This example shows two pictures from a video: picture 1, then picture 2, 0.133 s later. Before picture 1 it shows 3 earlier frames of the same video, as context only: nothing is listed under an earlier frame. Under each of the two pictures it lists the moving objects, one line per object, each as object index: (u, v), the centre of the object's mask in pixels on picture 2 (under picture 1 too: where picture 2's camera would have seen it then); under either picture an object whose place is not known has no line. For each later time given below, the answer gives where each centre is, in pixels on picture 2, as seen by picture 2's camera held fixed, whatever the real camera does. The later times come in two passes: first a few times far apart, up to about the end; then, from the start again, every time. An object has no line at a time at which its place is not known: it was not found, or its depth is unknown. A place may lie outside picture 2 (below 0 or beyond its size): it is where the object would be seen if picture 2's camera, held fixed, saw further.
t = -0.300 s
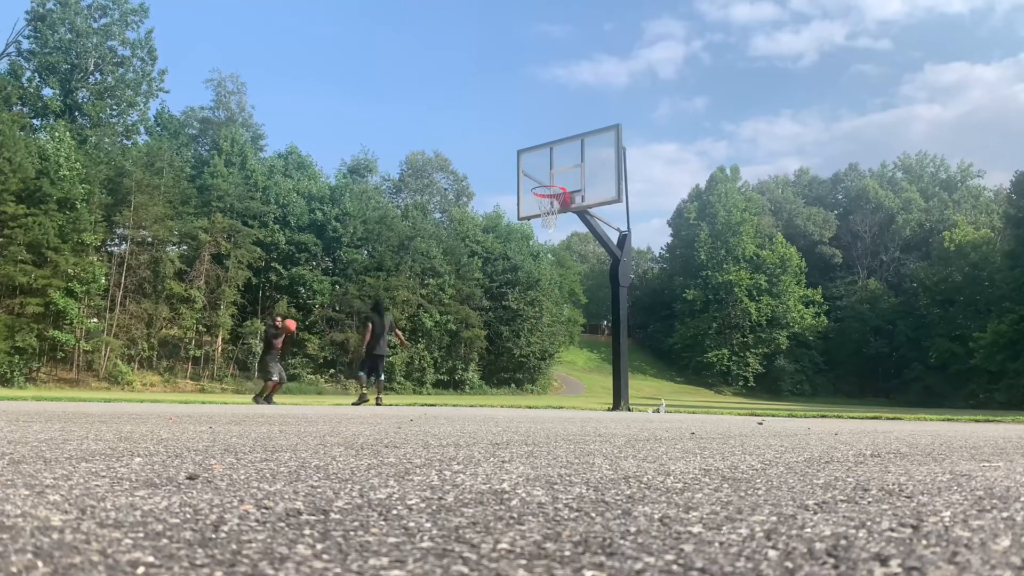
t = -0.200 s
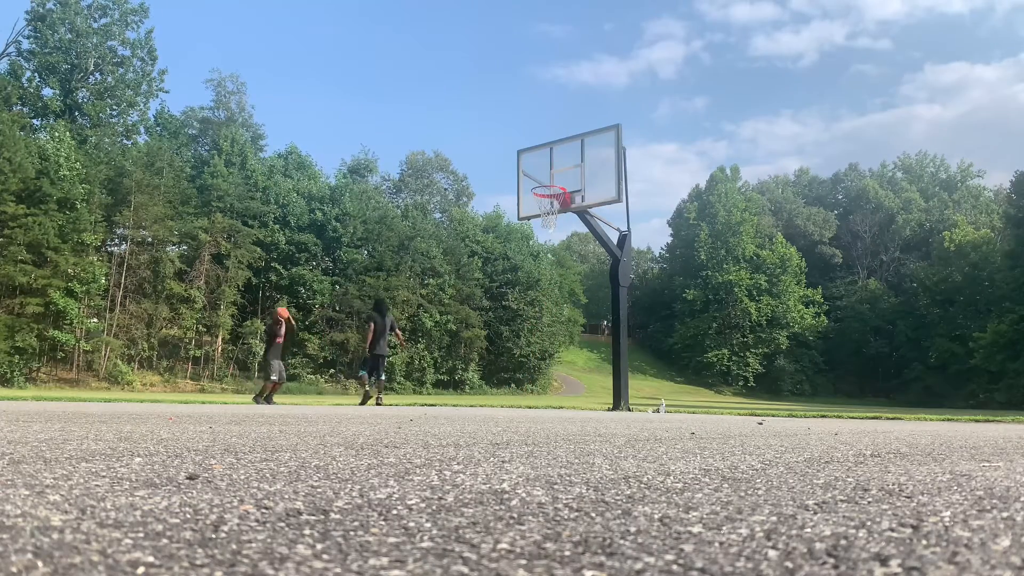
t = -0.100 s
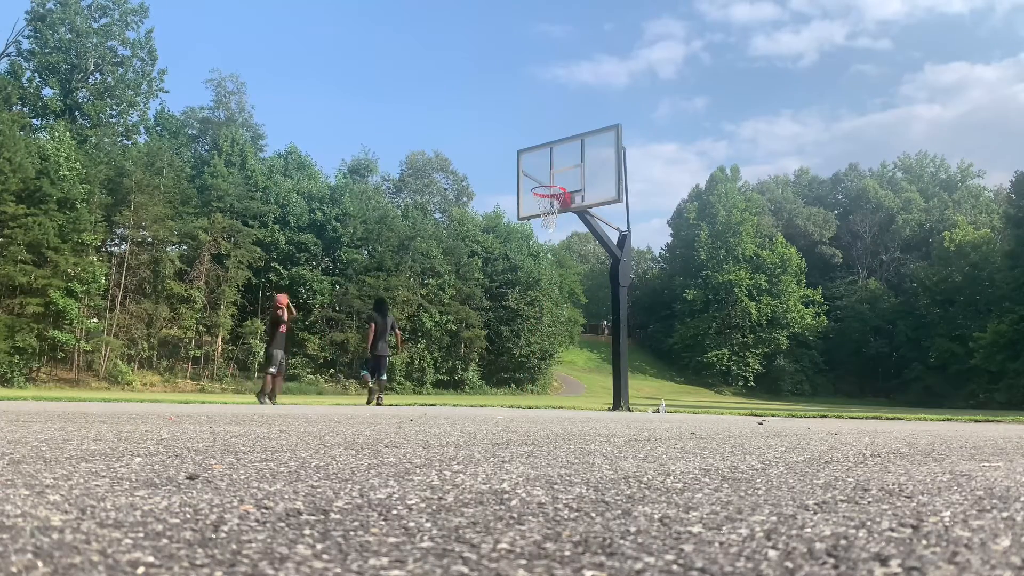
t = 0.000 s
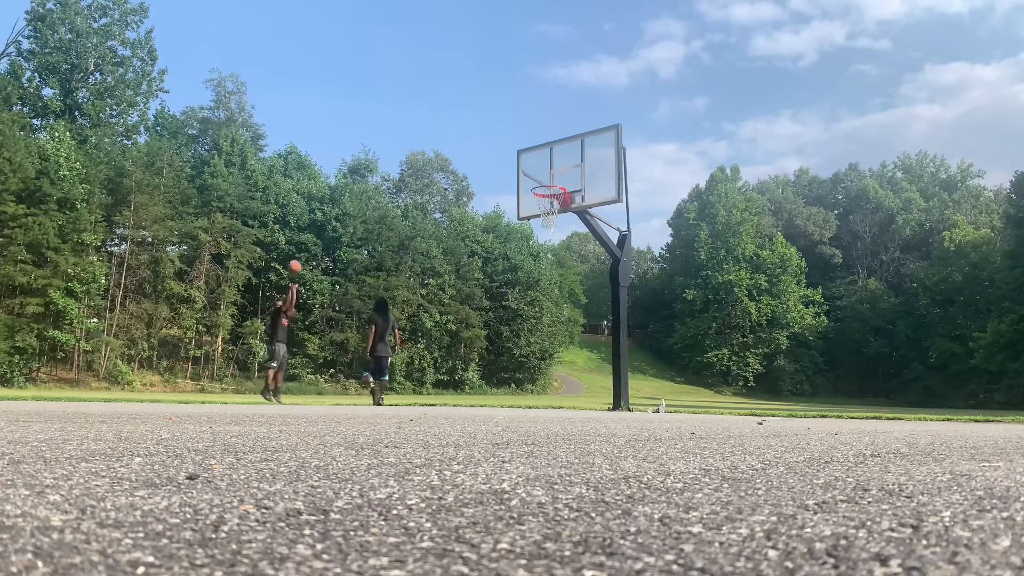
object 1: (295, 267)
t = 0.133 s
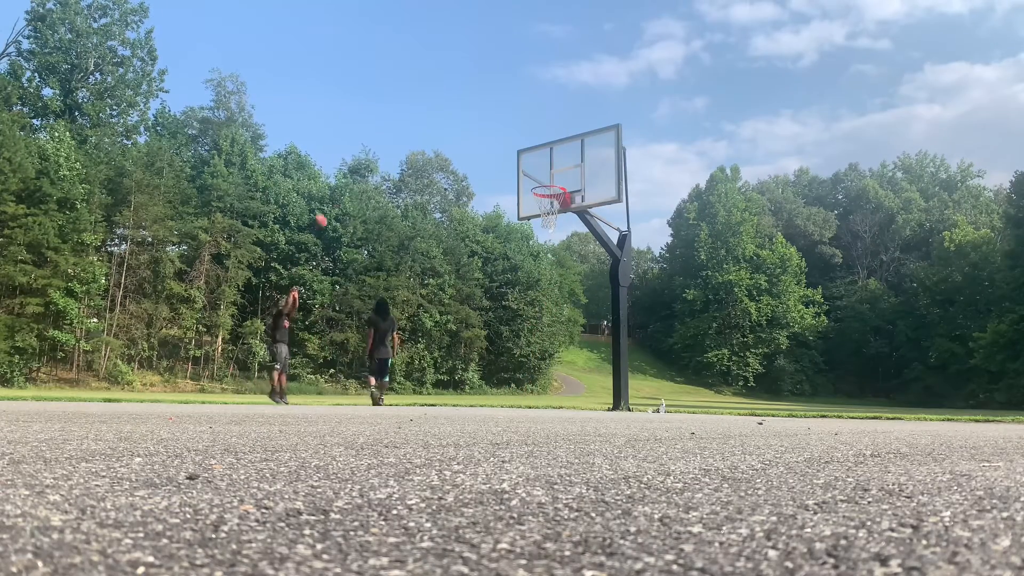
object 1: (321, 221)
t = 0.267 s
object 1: (347, 184)
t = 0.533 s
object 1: (400, 134)
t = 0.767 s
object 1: (449, 120)
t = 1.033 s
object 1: (512, 145)
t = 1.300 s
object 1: (539, 204)
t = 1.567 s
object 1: (538, 212)
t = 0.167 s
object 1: (327, 211)
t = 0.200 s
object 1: (333, 201)
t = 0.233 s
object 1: (340, 193)
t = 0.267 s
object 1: (347, 184)
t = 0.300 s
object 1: (354, 176)
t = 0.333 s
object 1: (360, 168)
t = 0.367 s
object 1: (365, 161)
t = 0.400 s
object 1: (372, 155)
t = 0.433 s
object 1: (379, 148)
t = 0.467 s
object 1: (386, 143)
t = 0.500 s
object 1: (393, 138)
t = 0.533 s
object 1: (400, 134)
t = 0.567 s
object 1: (406, 130)
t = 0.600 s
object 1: (413, 127)
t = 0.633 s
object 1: (420, 124)
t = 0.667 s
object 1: (427, 122)
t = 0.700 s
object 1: (434, 121)
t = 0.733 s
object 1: (442, 120)
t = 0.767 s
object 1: (449, 120)
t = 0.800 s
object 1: (457, 120)
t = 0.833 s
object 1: (464, 122)
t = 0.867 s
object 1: (472, 124)
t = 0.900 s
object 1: (480, 127)
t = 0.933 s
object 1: (487, 130)
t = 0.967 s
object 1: (495, 134)
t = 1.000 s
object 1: (503, 140)
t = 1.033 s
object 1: (512, 145)
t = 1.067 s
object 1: (520, 152)
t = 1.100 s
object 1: (529, 160)
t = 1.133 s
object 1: (538, 168)
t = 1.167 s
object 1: (546, 177)
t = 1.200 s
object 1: (555, 184)
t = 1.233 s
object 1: (550, 193)
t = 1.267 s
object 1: (543, 201)
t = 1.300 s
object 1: (539, 204)
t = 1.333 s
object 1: (537, 205)
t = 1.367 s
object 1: (536, 205)
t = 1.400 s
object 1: (535, 205)
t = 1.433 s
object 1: (535, 205)
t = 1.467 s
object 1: (535, 205)
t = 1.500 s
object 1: (535, 207)
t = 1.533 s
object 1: (537, 209)
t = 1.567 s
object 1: (538, 212)
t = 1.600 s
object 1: (539, 215)
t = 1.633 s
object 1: (541, 218)
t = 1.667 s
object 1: (543, 221)
